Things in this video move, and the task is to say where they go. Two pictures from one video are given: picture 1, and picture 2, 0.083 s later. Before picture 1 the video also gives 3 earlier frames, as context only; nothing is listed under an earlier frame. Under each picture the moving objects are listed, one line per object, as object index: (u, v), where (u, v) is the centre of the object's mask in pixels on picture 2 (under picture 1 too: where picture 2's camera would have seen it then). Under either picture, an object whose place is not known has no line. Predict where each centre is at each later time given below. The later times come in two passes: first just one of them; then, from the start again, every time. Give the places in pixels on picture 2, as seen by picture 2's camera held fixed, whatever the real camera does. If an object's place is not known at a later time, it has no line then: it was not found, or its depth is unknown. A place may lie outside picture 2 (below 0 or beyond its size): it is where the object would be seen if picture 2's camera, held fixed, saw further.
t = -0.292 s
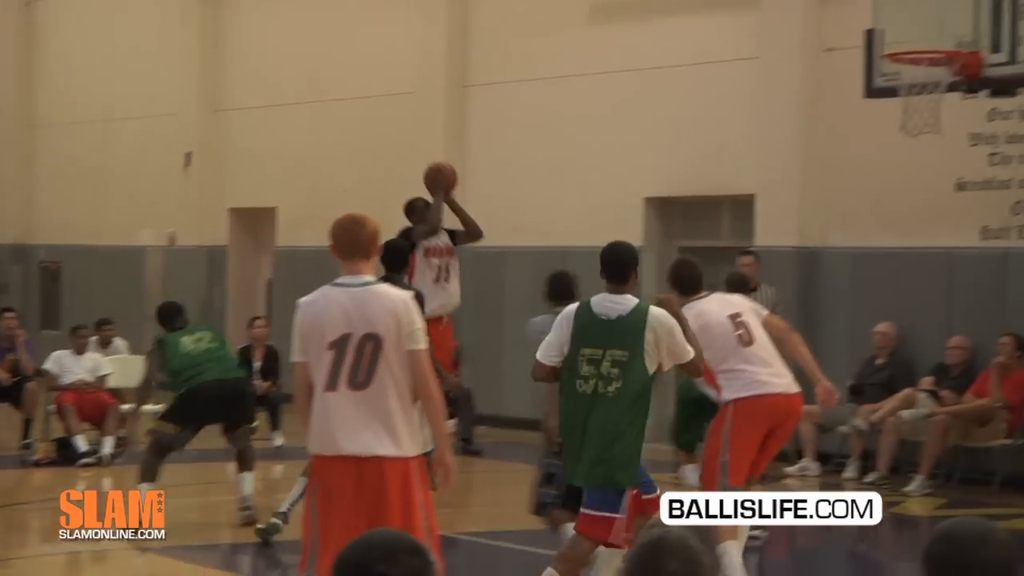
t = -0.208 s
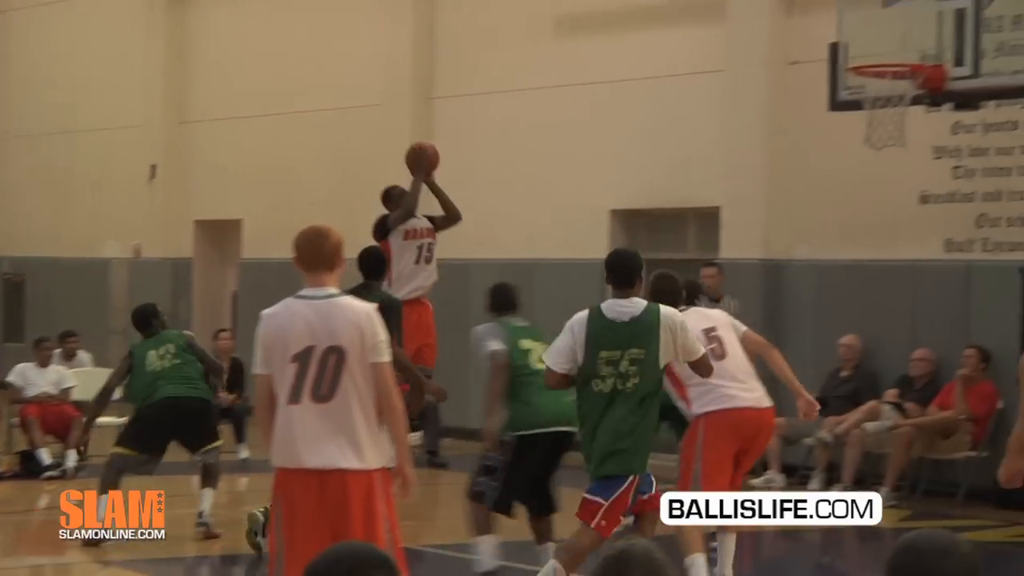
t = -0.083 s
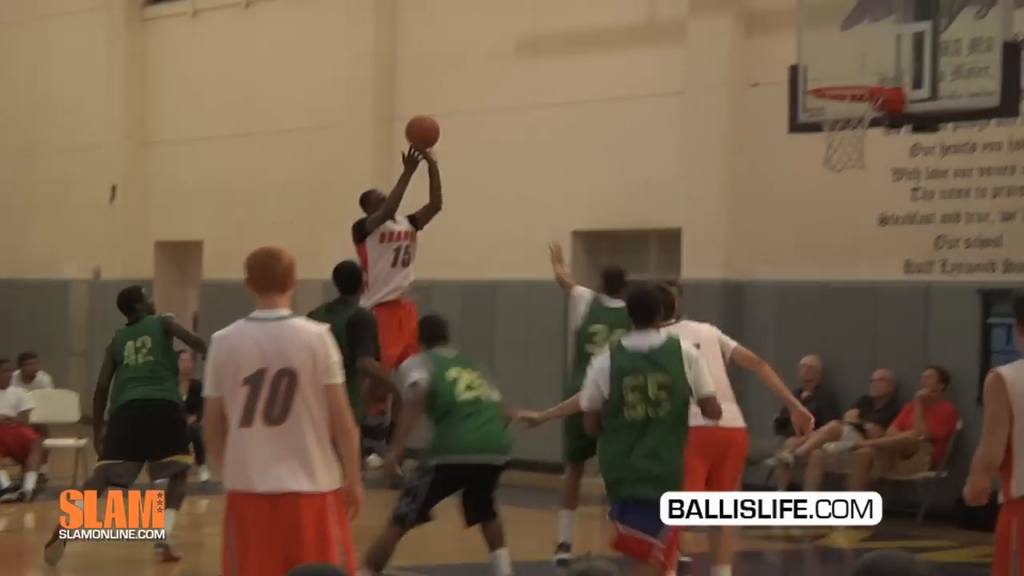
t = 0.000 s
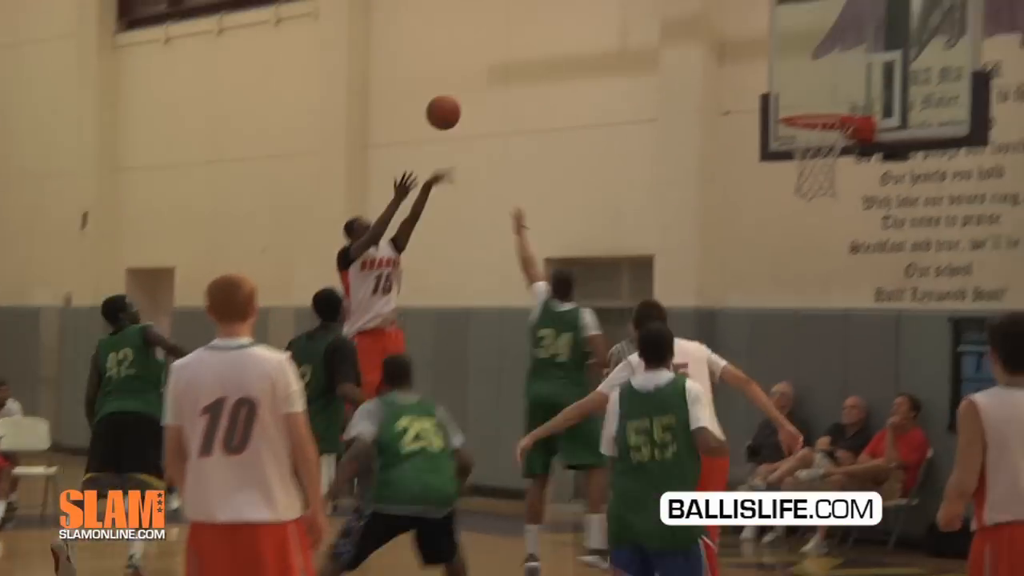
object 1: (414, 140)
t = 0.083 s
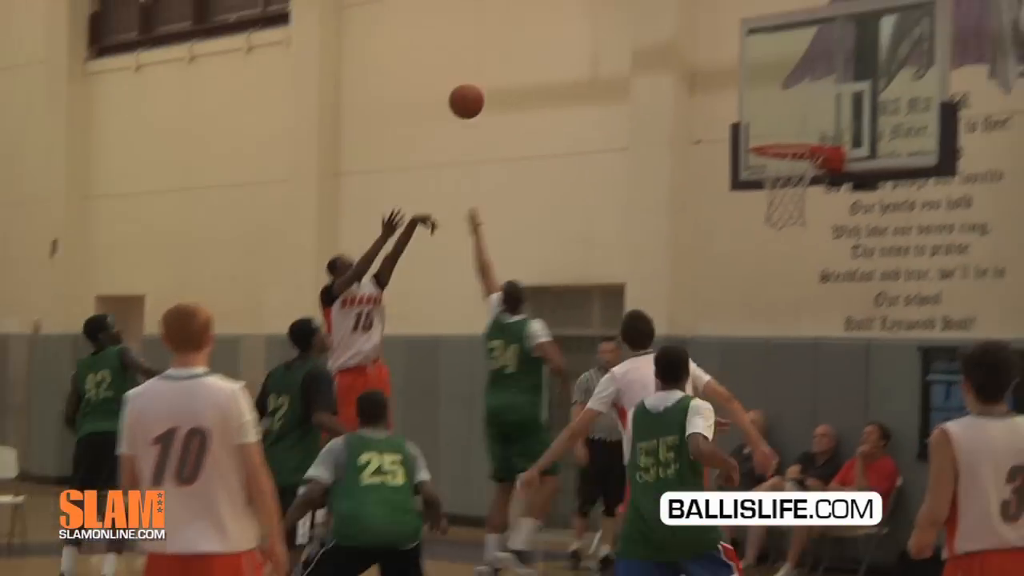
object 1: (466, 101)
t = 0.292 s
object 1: (597, 44)
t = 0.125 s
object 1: (492, 85)
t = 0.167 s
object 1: (518, 71)
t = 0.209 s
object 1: (545, 60)
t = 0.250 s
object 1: (571, 51)
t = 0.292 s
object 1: (597, 44)
